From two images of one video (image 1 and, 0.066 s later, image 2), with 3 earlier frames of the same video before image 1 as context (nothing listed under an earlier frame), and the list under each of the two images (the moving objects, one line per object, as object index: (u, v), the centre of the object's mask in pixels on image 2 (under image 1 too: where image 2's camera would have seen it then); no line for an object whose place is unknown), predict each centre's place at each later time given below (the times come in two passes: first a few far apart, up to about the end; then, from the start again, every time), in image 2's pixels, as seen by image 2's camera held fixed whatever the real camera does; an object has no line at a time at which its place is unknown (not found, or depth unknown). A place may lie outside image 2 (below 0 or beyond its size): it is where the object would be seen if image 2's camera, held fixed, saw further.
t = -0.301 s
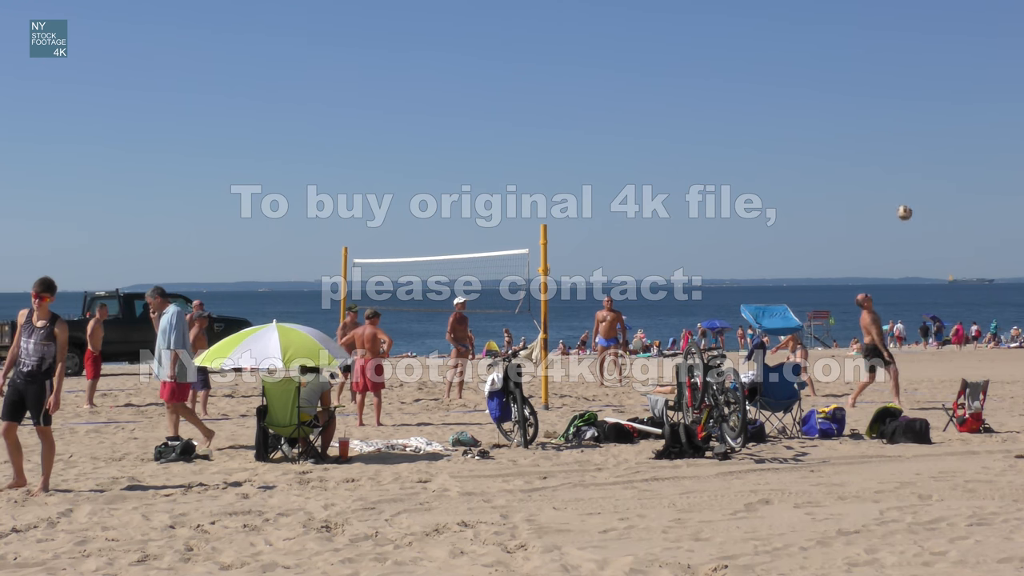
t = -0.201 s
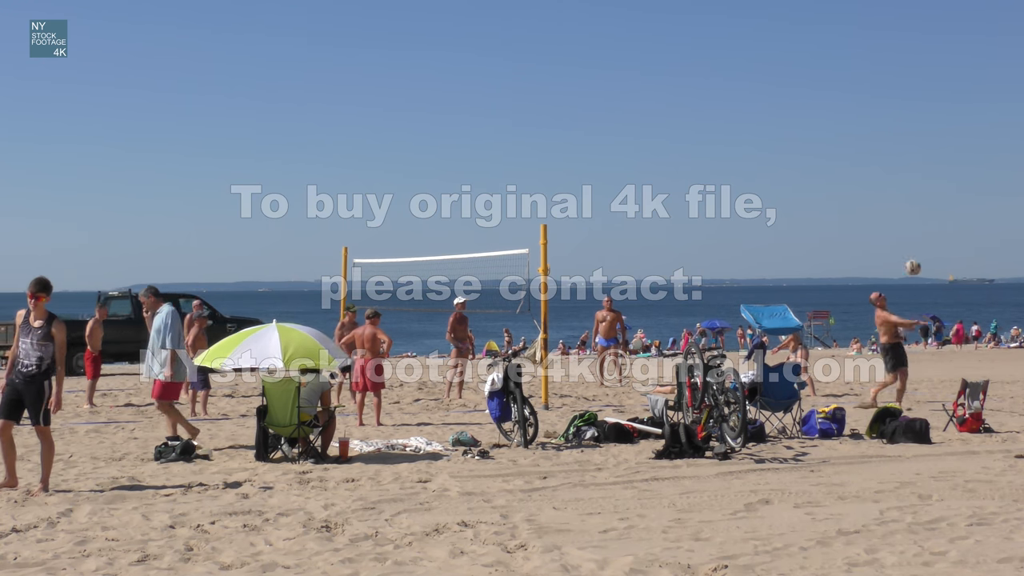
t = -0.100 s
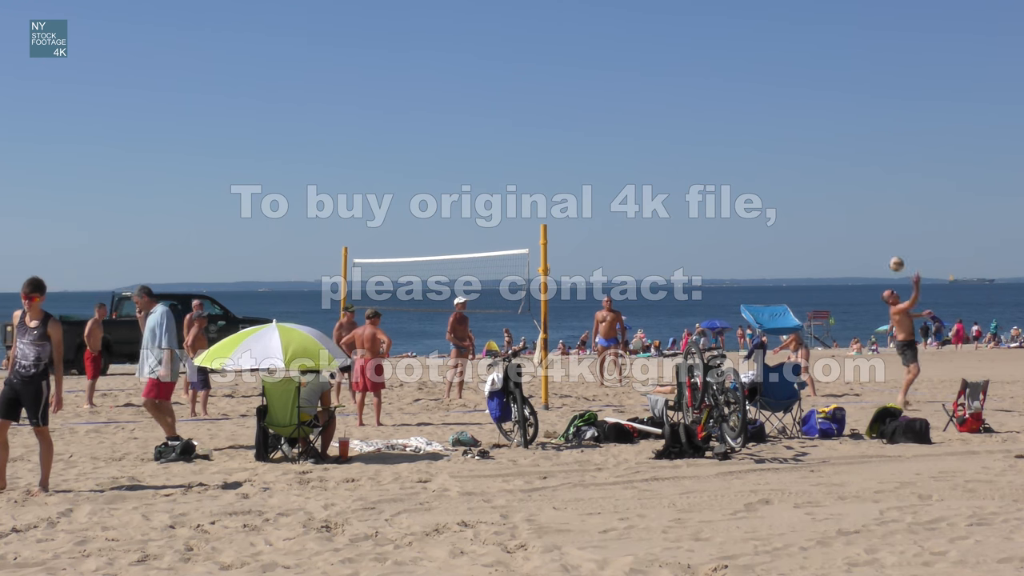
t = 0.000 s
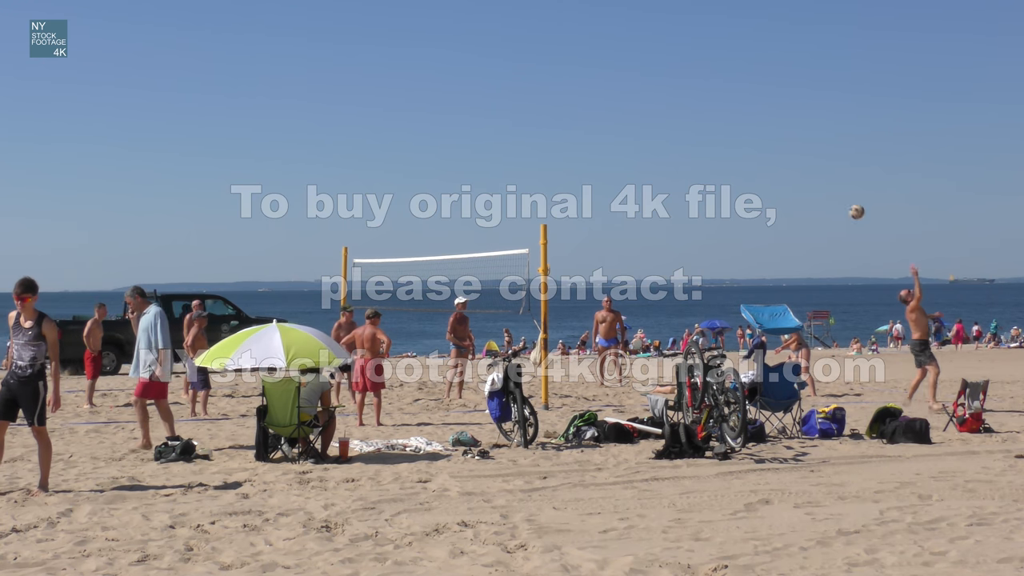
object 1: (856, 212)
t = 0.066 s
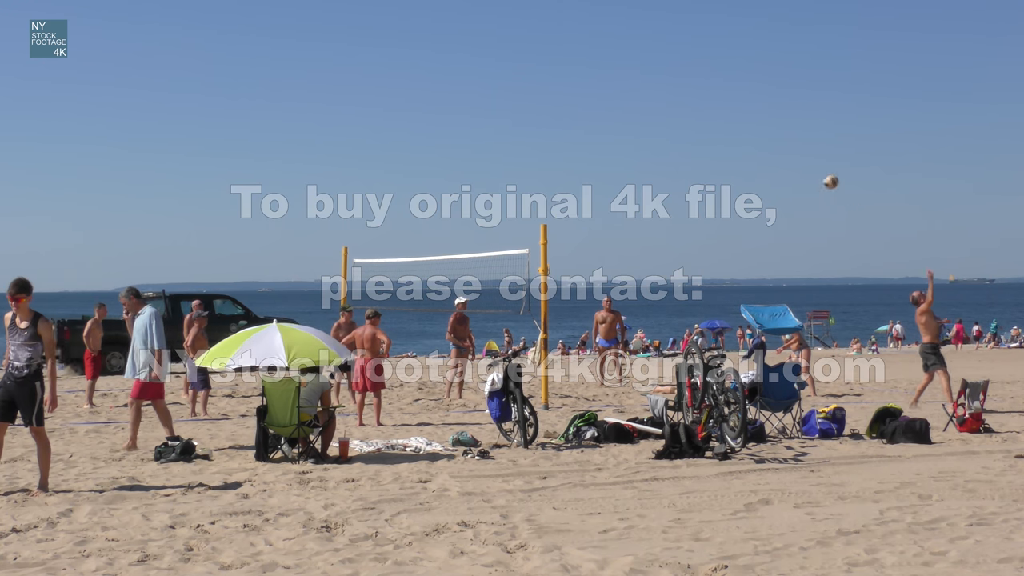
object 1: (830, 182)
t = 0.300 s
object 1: (742, 104)
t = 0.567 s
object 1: (646, 65)
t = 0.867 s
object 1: (545, 76)
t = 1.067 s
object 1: (481, 114)
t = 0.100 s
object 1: (817, 168)
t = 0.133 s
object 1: (804, 155)
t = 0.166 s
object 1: (792, 143)
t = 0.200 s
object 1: (779, 132)
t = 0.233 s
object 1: (767, 122)
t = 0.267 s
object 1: (754, 112)
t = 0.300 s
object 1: (742, 104)
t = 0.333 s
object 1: (730, 97)
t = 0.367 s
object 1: (717, 90)
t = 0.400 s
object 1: (705, 83)
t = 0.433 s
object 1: (693, 78)
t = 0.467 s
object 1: (681, 74)
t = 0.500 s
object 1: (669, 70)
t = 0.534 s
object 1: (658, 67)
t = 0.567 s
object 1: (646, 65)
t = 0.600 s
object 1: (634, 63)
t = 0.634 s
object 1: (623, 63)
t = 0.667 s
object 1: (611, 62)
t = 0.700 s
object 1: (600, 63)
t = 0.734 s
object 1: (589, 64)
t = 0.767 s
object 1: (578, 66)
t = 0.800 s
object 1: (567, 68)
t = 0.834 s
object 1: (556, 72)
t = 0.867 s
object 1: (545, 76)
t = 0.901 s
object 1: (534, 81)
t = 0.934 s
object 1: (524, 86)
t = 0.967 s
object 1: (513, 92)
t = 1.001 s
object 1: (502, 99)
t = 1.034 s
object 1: (492, 106)
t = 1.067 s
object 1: (481, 114)
